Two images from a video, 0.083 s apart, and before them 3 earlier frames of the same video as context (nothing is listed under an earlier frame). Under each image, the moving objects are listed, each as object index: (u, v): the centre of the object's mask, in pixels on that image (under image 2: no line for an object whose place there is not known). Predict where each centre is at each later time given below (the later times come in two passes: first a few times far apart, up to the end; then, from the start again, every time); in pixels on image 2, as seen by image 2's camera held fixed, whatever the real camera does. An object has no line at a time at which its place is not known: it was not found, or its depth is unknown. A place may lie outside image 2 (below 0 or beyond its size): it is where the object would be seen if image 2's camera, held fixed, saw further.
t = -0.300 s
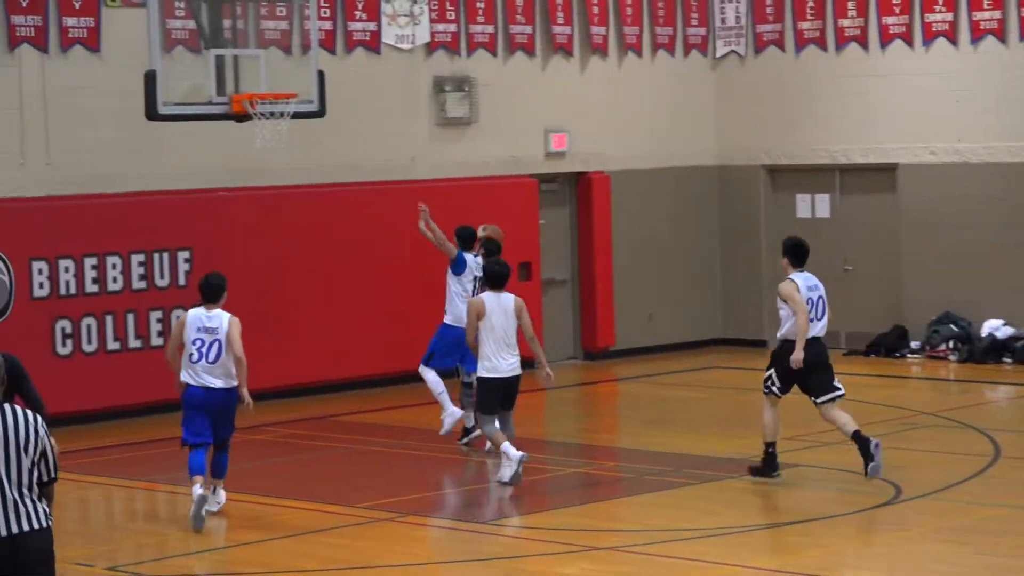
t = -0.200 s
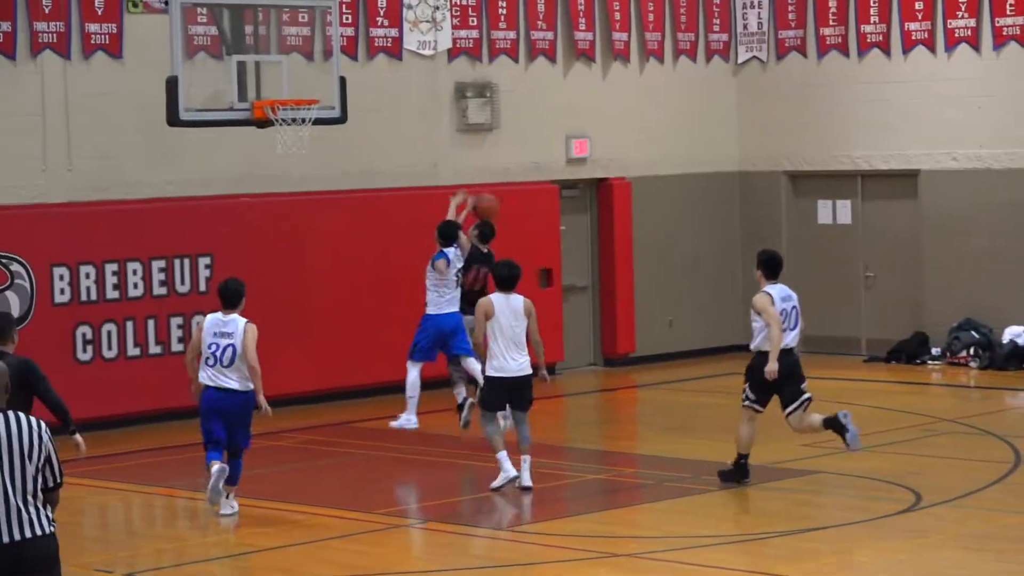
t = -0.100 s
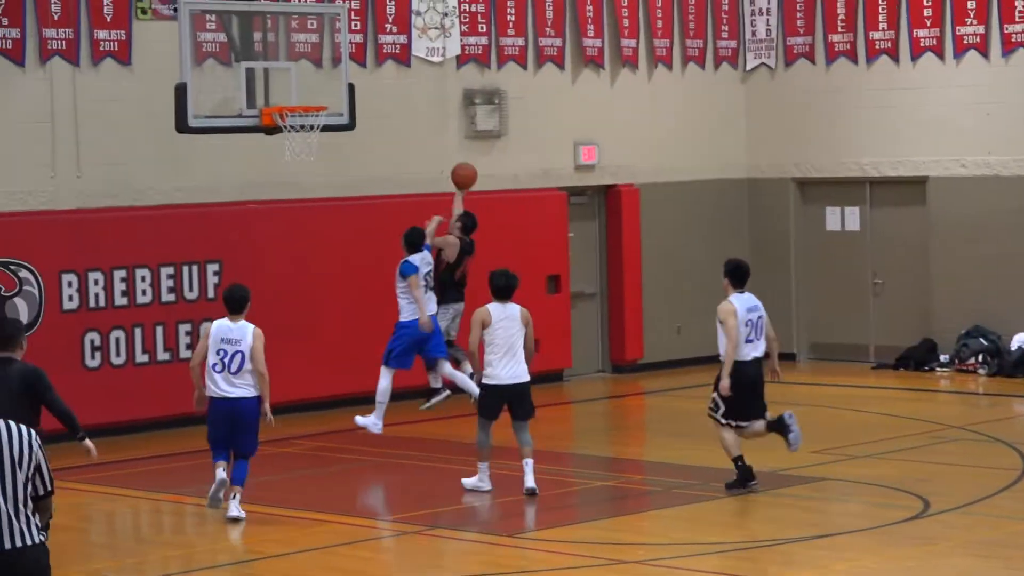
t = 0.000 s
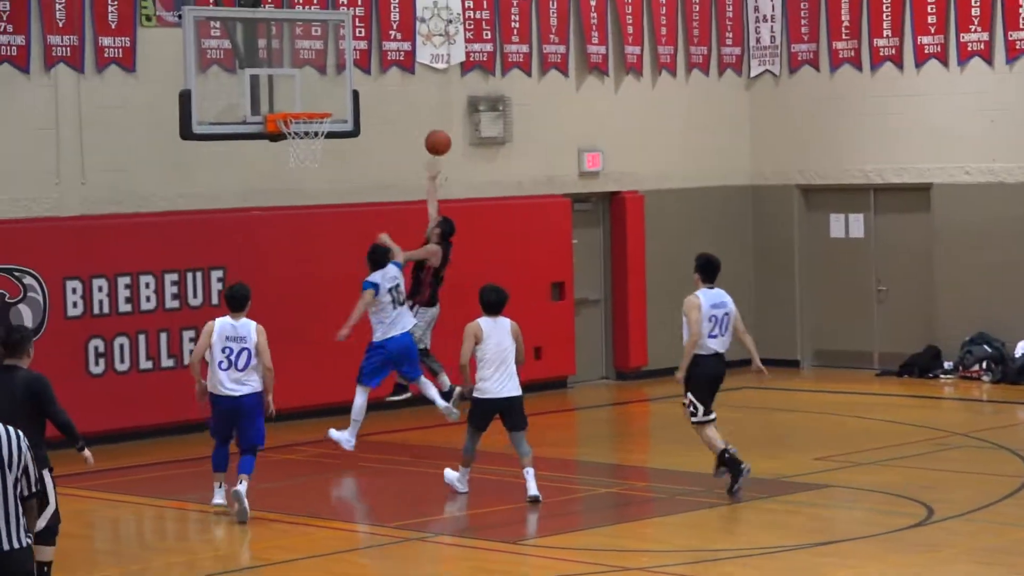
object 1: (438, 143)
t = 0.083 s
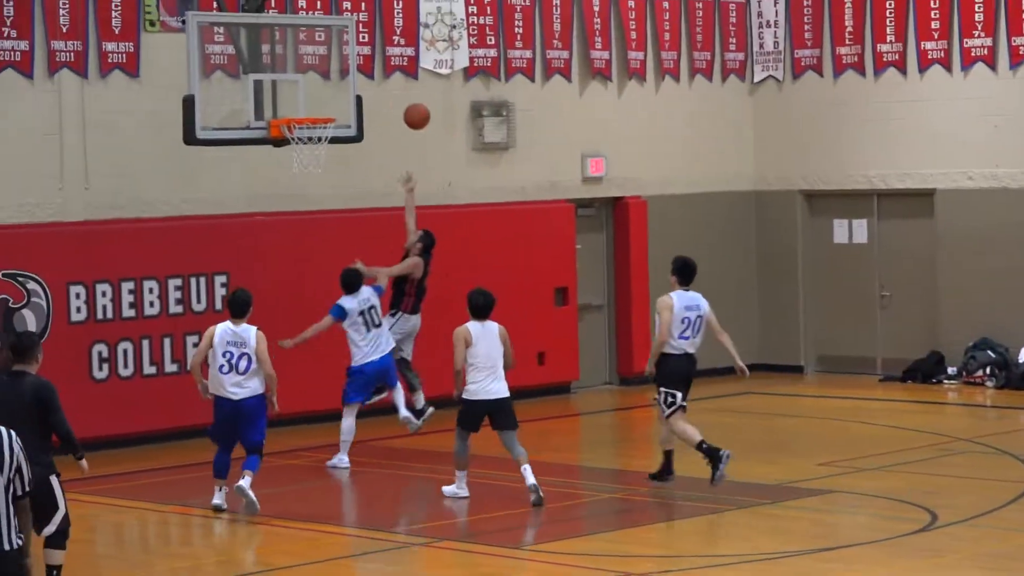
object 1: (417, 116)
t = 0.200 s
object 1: (383, 84)
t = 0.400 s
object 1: (350, 60)
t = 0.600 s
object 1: (330, 78)
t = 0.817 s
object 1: (302, 124)
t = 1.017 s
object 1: (288, 157)
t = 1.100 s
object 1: (287, 169)
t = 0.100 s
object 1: (412, 110)
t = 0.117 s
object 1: (407, 105)
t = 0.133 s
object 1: (402, 101)
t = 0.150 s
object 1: (397, 96)
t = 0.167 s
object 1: (392, 92)
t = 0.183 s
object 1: (387, 88)
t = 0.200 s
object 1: (383, 84)
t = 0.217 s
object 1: (378, 81)
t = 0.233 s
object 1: (372, 78)
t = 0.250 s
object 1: (368, 75)
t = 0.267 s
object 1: (364, 72)
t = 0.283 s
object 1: (362, 70)
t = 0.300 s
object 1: (361, 68)
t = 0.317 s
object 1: (357, 65)
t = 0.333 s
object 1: (357, 64)
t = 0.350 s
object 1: (355, 62)
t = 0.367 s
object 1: (352, 61)
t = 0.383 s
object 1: (351, 60)
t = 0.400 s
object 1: (350, 60)
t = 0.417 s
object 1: (347, 60)
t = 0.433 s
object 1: (347, 60)
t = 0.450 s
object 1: (345, 60)
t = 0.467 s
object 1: (344, 61)
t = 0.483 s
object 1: (343, 62)
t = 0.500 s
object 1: (341, 64)
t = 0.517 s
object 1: (340, 66)
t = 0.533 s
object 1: (337, 67)
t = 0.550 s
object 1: (336, 68)
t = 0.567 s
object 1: (334, 72)
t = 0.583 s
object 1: (333, 74)
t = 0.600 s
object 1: (330, 78)
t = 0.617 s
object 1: (328, 81)
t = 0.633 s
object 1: (327, 85)
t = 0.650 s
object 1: (326, 89)
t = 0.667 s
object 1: (324, 94)
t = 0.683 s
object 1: (322, 98)
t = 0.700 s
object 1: (321, 104)
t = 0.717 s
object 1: (319, 107)
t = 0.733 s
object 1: (317, 108)
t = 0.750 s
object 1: (314, 109)
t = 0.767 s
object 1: (311, 111)
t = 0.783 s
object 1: (308, 117)
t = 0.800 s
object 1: (306, 118)
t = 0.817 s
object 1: (302, 124)
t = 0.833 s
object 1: (302, 130)
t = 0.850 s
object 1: (300, 132)
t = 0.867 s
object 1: (296, 136)
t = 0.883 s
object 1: (293, 138)
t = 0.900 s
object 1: (290, 141)
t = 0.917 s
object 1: (289, 142)
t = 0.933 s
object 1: (288, 143)
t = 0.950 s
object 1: (287, 144)
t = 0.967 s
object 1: (287, 145)
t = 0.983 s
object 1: (287, 146)
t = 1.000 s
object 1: (287, 146)
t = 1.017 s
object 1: (288, 157)
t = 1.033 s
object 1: (288, 159)
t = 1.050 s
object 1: (288, 160)
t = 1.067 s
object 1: (287, 163)
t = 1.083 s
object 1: (287, 166)
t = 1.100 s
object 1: (287, 169)
